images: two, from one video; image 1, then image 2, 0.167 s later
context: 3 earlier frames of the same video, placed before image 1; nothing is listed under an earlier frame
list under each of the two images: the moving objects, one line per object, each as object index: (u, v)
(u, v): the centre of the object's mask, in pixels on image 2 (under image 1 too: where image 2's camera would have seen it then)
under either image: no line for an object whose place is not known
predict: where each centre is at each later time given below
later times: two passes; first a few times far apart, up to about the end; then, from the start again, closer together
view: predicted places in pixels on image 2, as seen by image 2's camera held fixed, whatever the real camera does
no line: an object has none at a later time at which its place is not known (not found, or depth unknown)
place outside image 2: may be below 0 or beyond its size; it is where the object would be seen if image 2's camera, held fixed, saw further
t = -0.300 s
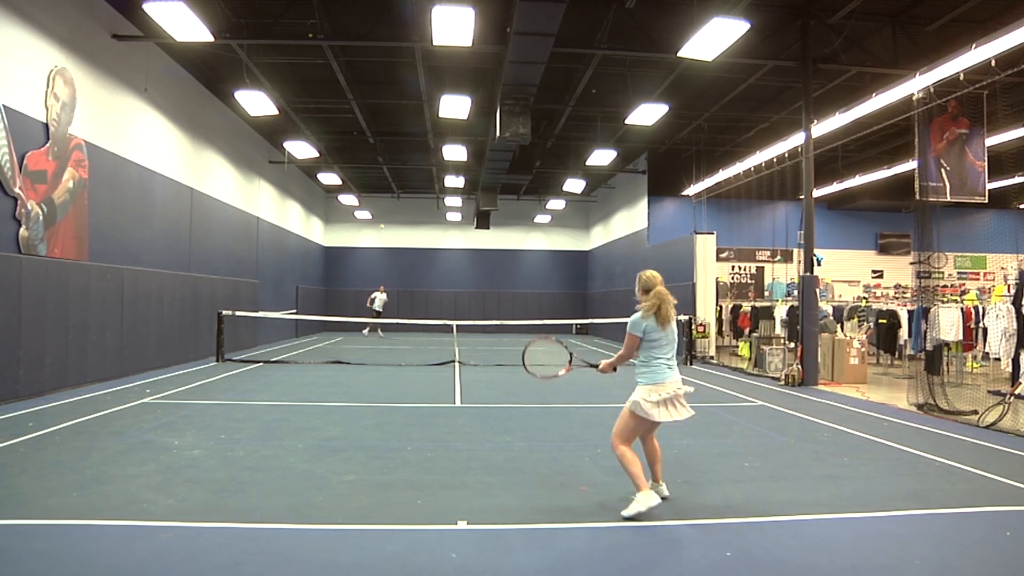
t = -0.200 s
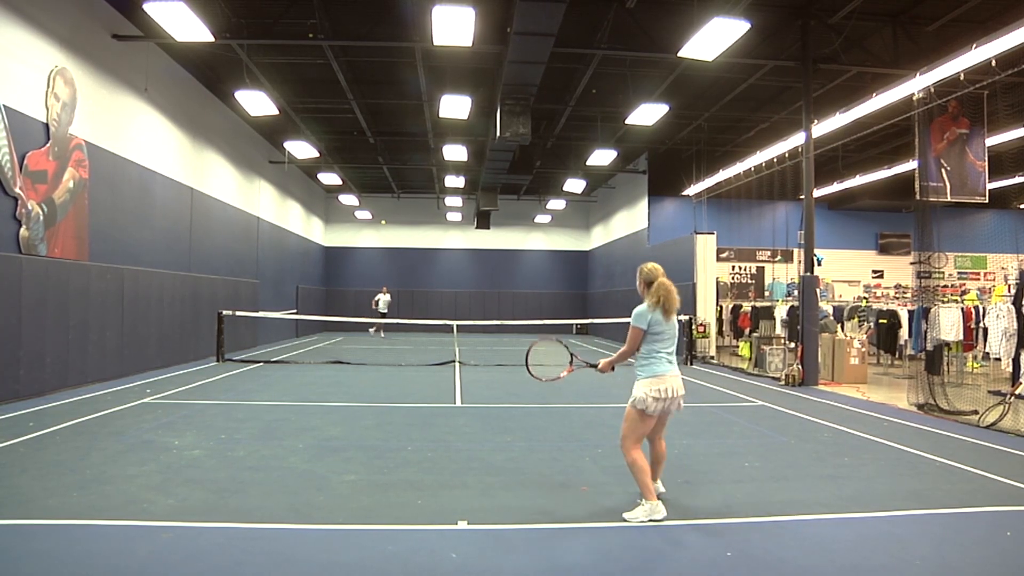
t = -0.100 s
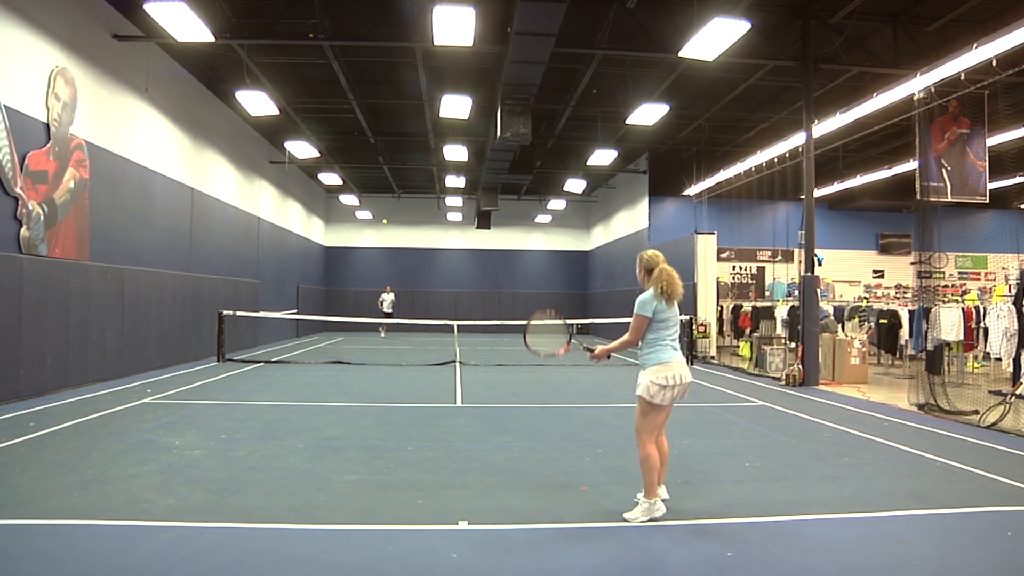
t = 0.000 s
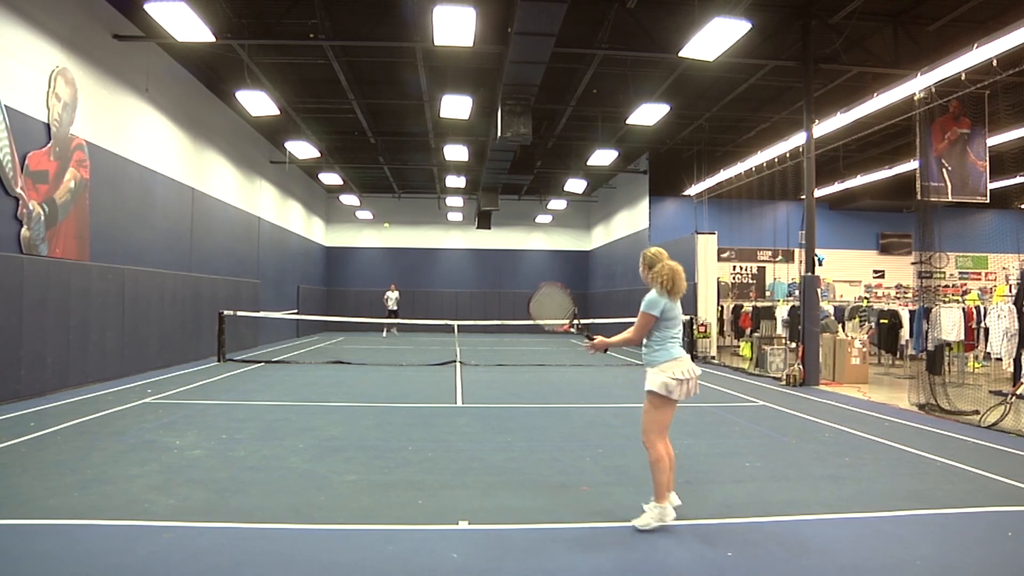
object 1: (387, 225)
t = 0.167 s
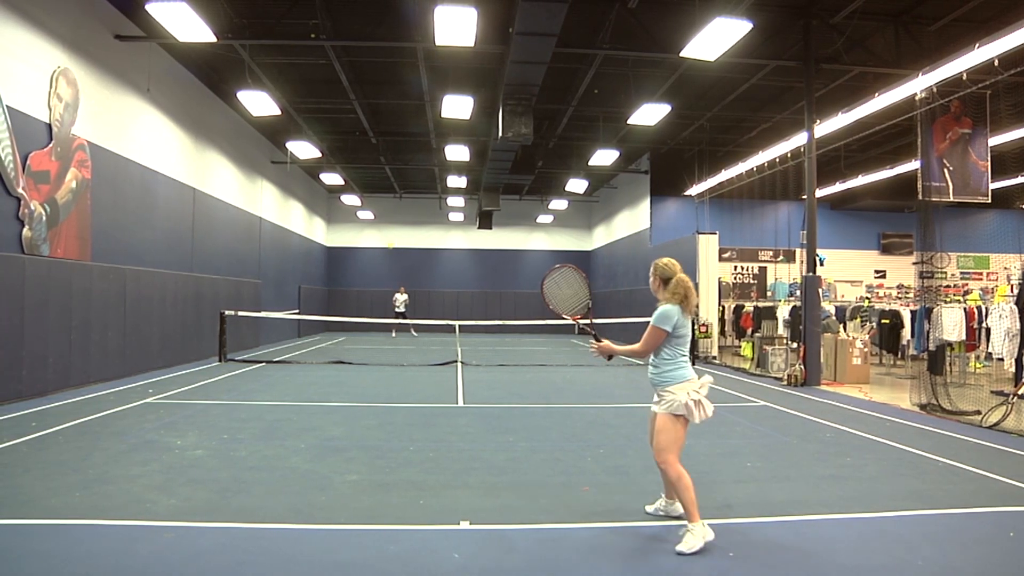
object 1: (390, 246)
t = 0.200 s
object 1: (391, 252)
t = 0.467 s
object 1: (399, 352)
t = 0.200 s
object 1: (391, 252)
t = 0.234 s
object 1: (392, 259)
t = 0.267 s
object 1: (392, 268)
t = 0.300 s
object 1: (393, 278)
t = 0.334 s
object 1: (394, 289)
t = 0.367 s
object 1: (395, 302)
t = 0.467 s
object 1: (399, 352)
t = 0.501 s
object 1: (401, 373)
